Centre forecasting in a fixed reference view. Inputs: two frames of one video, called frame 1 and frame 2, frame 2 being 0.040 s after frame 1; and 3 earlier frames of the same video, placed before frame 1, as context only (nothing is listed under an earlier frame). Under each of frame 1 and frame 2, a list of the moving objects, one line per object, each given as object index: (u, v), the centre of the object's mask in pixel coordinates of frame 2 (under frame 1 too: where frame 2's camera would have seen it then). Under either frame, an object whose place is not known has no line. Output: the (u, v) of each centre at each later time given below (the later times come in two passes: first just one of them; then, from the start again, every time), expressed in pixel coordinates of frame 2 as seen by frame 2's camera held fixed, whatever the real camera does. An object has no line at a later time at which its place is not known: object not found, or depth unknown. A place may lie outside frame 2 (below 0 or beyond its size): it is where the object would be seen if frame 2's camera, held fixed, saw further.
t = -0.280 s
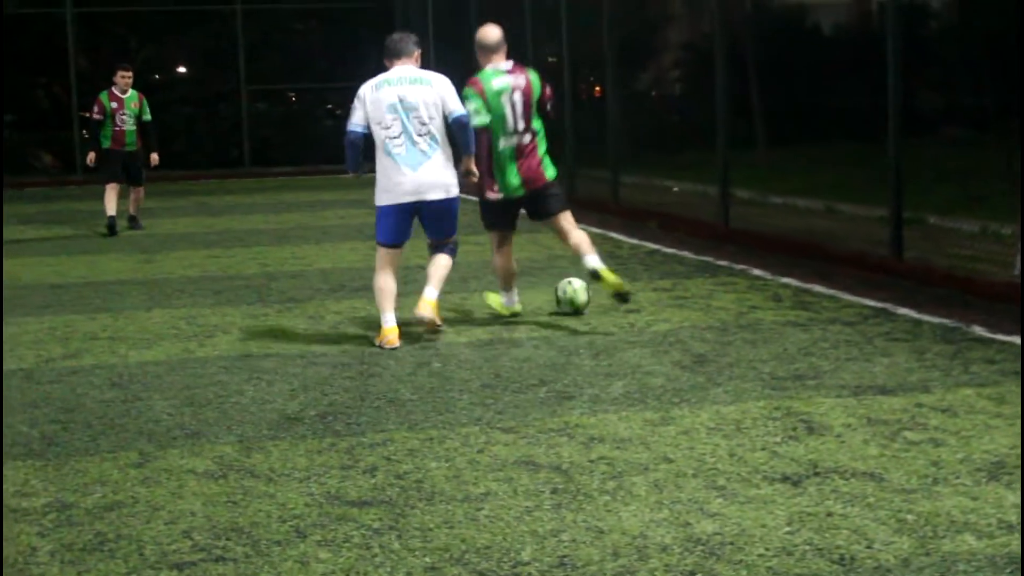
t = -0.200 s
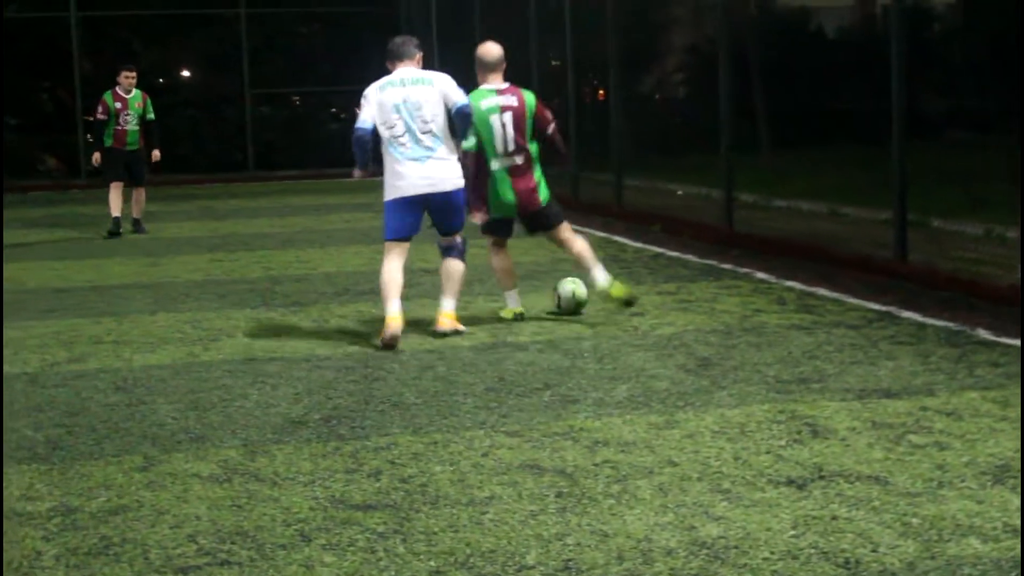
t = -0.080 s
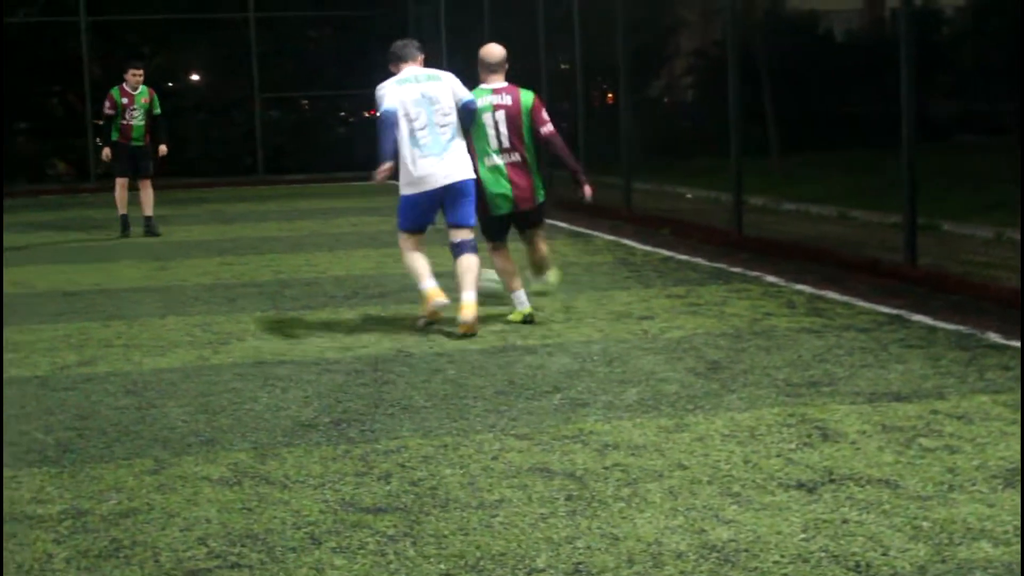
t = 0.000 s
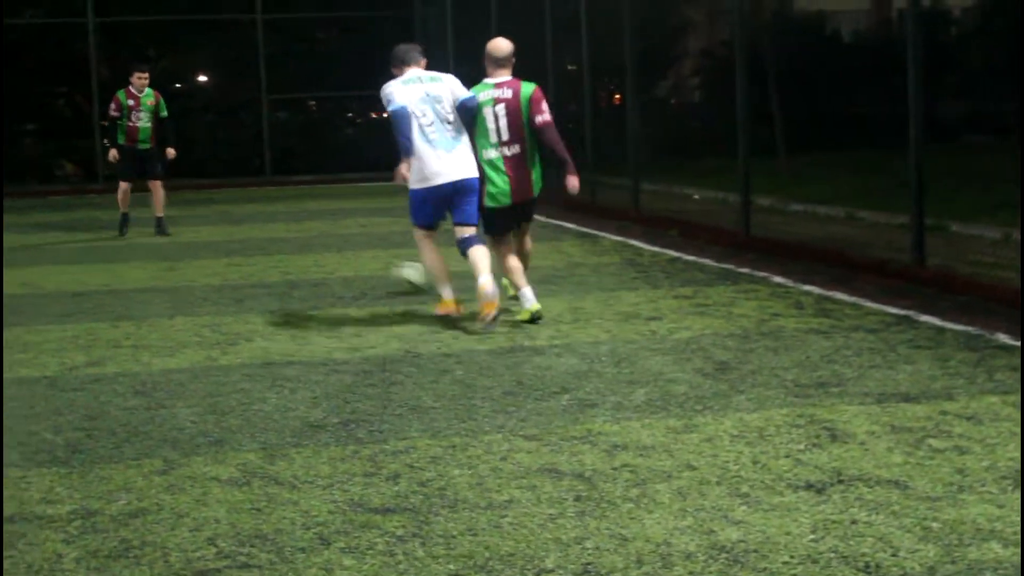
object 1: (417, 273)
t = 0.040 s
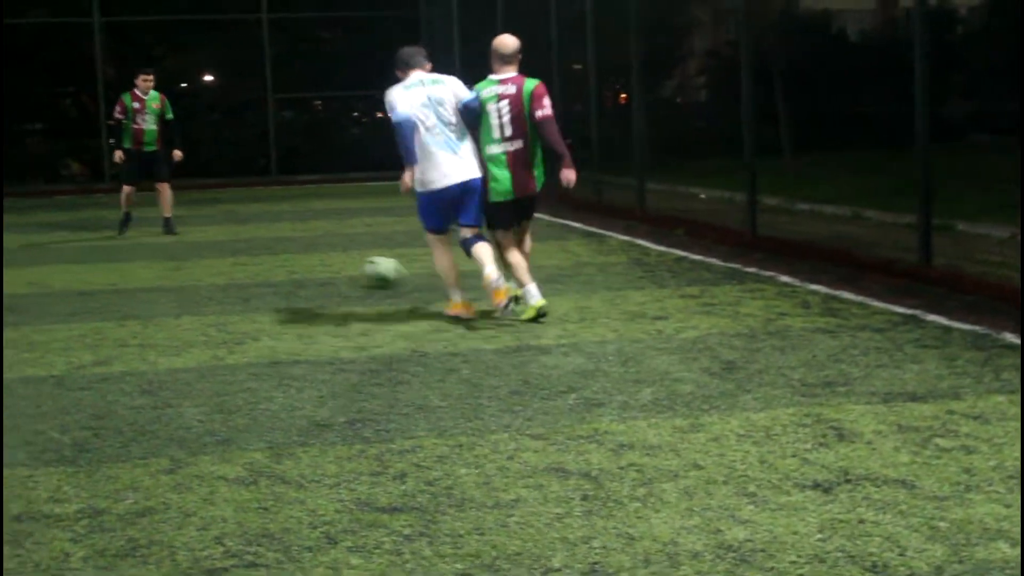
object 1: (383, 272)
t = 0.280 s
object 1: (212, 256)
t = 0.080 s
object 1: (348, 269)
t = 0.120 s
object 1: (316, 266)
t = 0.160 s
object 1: (285, 262)
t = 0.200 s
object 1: (261, 260)
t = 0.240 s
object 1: (236, 257)
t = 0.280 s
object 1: (212, 256)
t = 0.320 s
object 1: (192, 252)
